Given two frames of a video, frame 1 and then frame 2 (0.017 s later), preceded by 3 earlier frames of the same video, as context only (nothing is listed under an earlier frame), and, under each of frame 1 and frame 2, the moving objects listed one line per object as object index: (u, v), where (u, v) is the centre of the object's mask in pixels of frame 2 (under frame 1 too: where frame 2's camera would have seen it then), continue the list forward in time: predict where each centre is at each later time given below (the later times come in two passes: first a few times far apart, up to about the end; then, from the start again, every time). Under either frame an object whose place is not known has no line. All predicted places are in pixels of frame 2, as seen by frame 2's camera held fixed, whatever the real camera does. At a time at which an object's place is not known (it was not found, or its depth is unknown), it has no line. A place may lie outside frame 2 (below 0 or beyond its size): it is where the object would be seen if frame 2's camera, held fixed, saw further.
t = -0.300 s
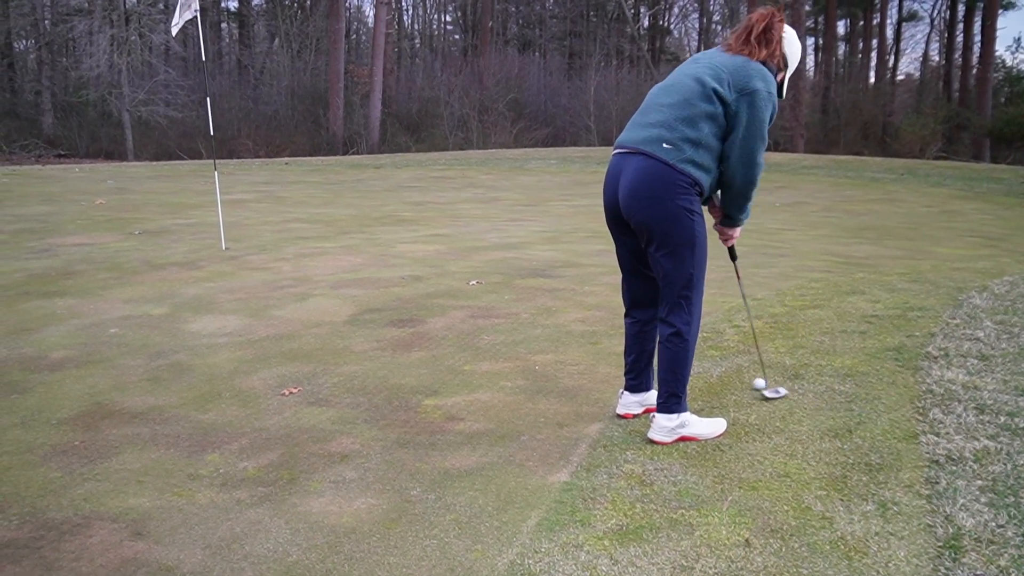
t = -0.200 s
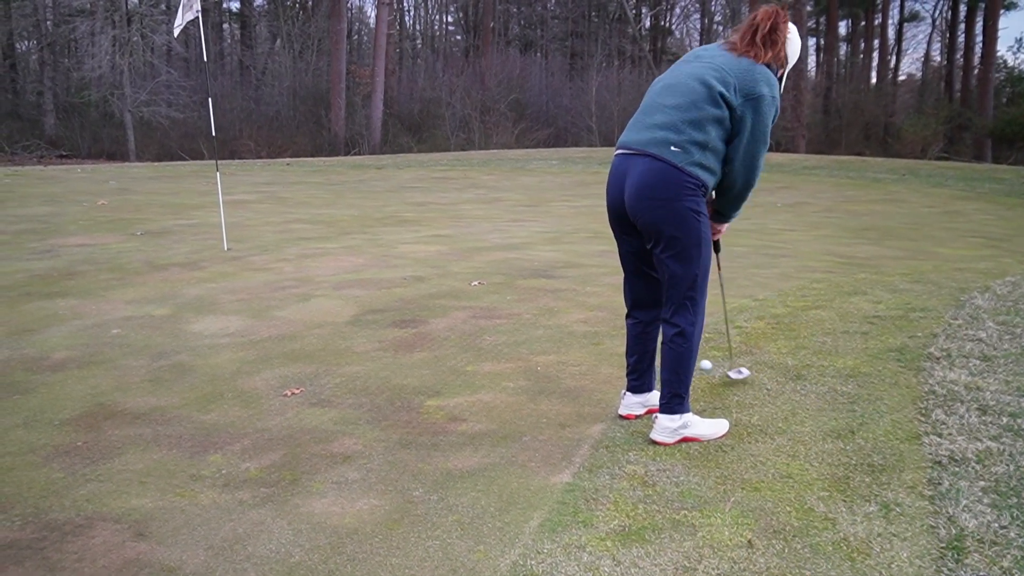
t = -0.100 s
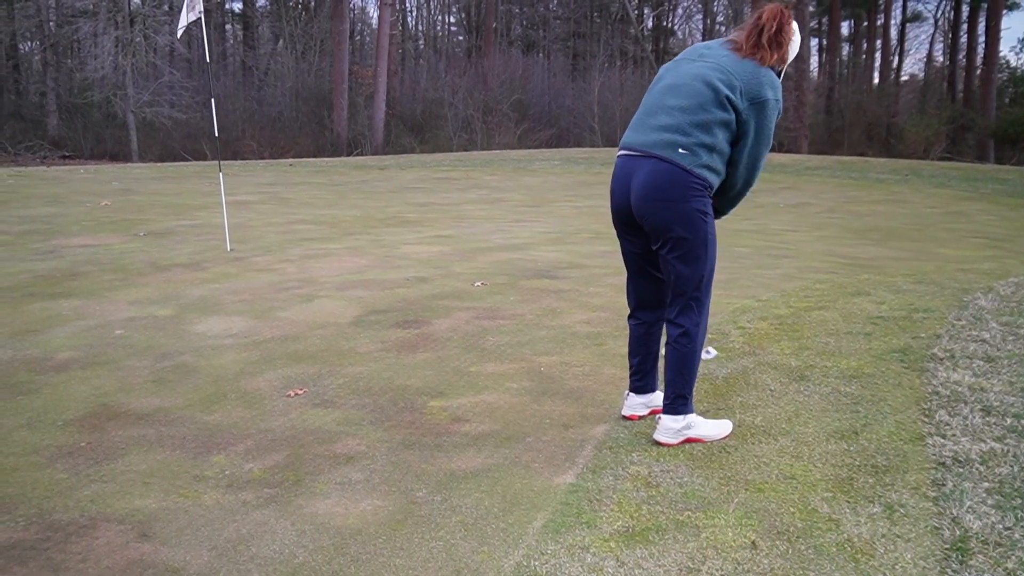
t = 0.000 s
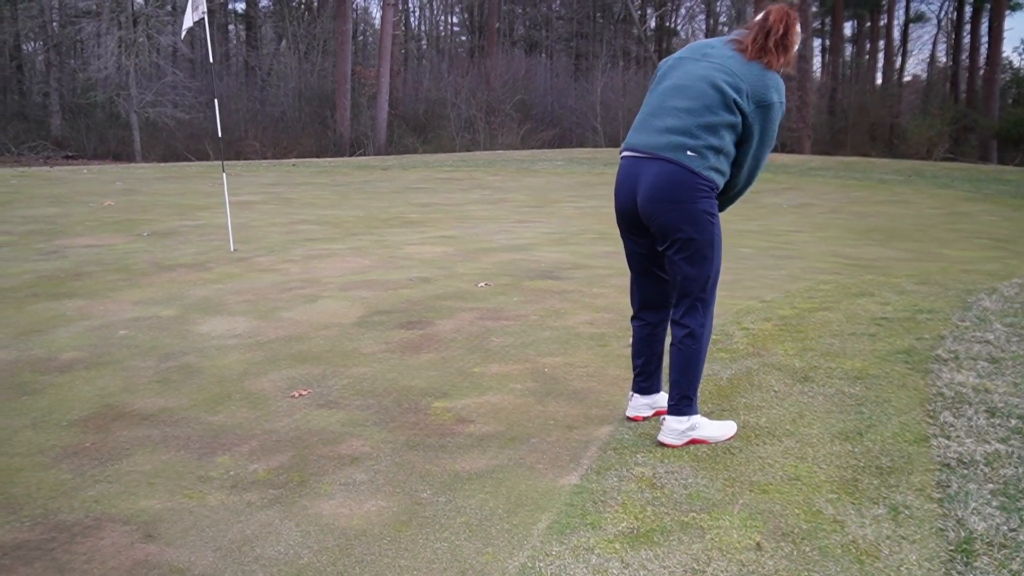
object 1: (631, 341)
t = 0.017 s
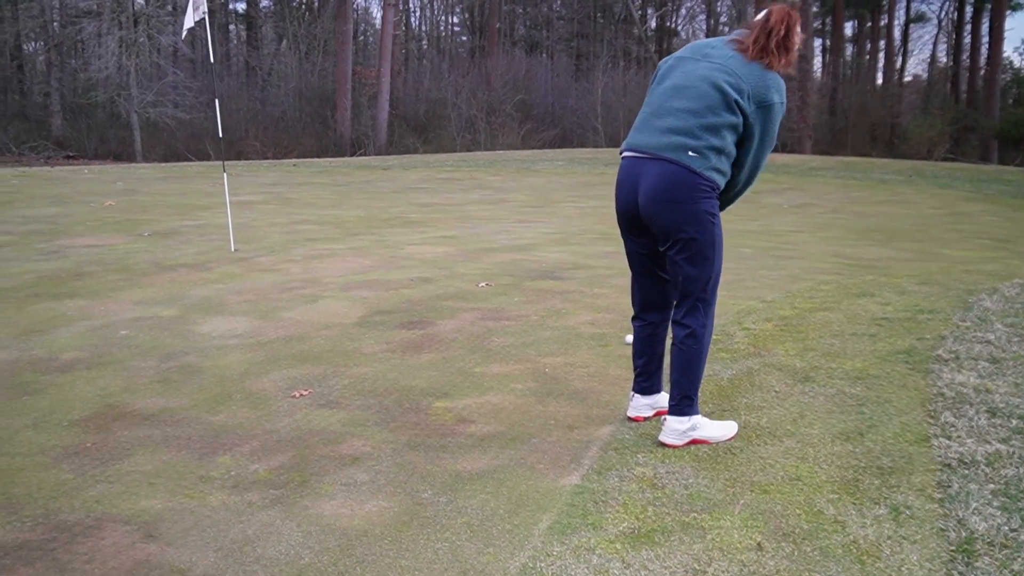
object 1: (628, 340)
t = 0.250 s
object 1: (561, 317)
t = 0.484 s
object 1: (505, 302)
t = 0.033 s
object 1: (625, 337)
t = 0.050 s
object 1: (619, 336)
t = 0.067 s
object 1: (614, 334)
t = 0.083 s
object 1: (608, 333)
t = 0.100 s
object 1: (603, 330)
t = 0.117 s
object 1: (598, 329)
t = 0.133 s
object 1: (593, 328)
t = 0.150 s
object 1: (588, 326)
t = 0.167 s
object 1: (584, 324)
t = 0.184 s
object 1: (579, 323)
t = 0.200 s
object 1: (574, 321)
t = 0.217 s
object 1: (570, 320)
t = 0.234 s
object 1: (565, 319)
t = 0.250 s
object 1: (561, 317)
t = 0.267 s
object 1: (557, 316)
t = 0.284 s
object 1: (552, 315)
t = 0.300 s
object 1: (548, 314)
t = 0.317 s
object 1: (544, 313)
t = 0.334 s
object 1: (539, 311)
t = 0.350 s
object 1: (536, 310)
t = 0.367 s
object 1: (531, 309)
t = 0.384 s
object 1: (528, 308)
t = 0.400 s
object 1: (523, 307)
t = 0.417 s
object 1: (520, 306)
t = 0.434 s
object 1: (516, 305)
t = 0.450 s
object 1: (512, 304)
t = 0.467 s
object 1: (508, 303)
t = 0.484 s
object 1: (505, 302)
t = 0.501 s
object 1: (501, 301)
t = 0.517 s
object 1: (497, 300)
